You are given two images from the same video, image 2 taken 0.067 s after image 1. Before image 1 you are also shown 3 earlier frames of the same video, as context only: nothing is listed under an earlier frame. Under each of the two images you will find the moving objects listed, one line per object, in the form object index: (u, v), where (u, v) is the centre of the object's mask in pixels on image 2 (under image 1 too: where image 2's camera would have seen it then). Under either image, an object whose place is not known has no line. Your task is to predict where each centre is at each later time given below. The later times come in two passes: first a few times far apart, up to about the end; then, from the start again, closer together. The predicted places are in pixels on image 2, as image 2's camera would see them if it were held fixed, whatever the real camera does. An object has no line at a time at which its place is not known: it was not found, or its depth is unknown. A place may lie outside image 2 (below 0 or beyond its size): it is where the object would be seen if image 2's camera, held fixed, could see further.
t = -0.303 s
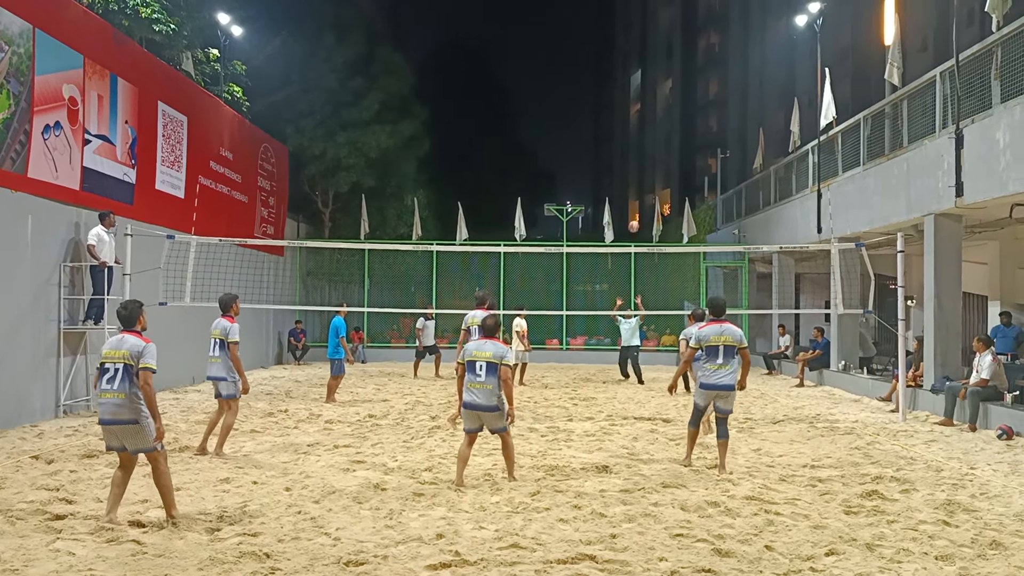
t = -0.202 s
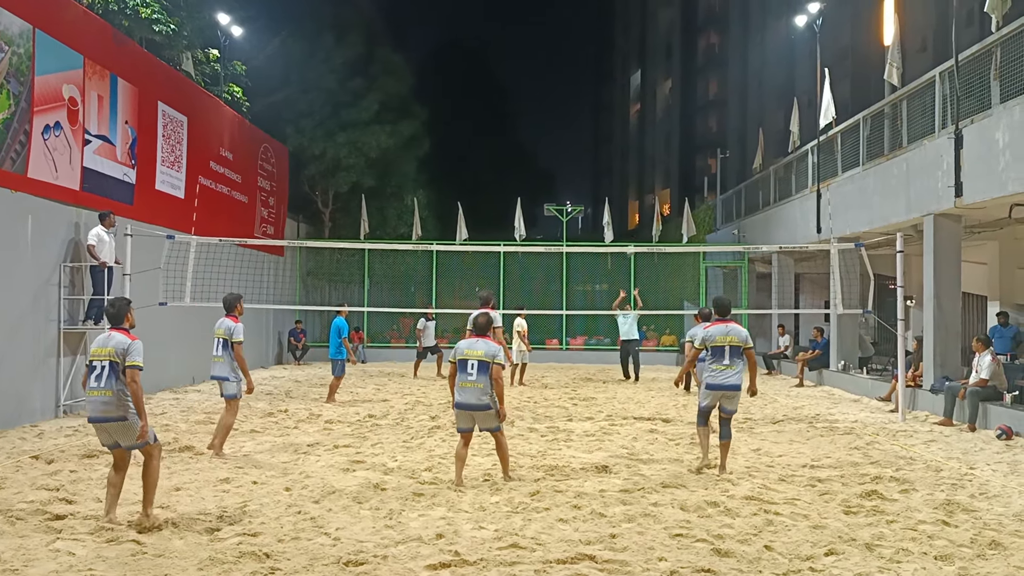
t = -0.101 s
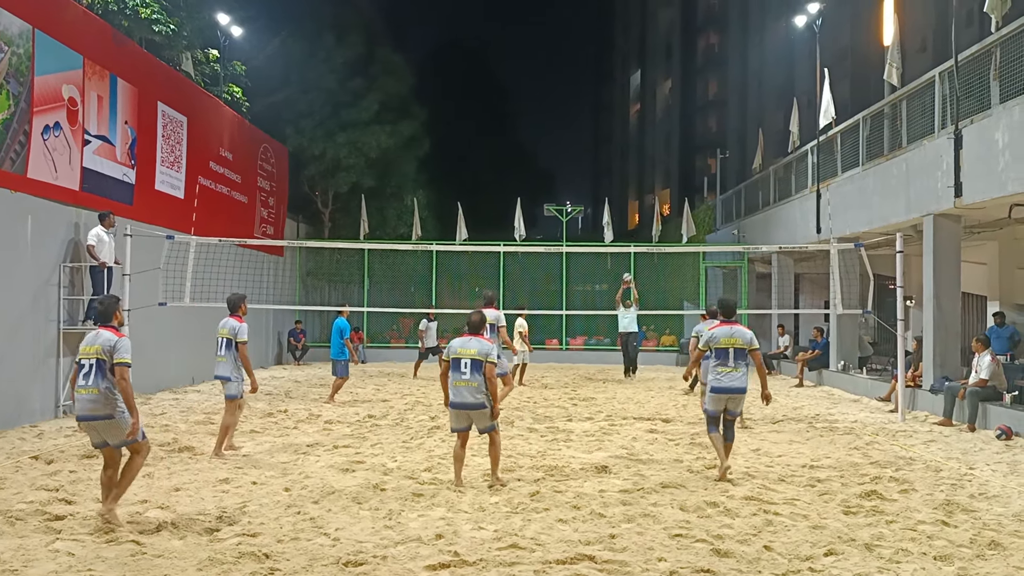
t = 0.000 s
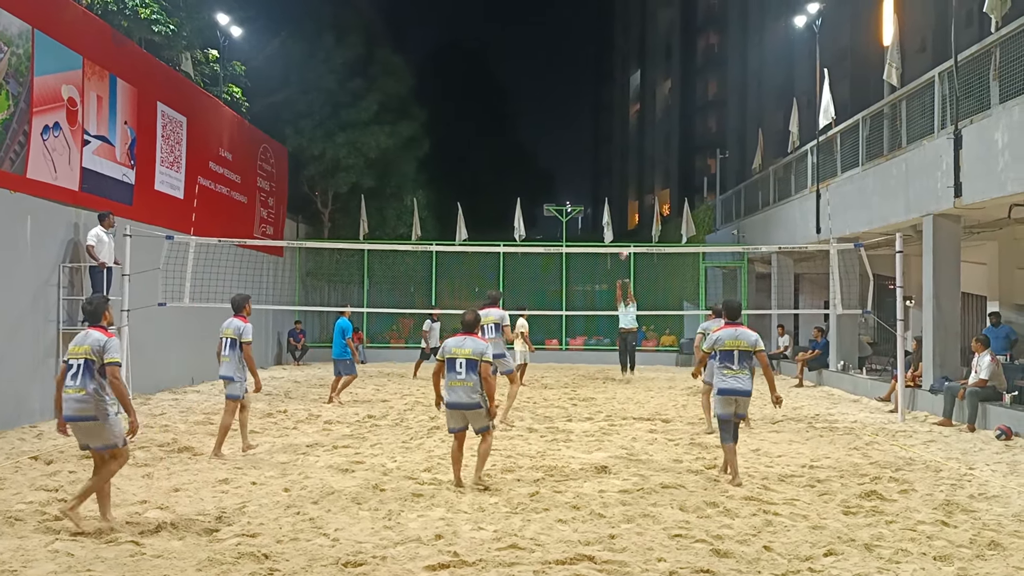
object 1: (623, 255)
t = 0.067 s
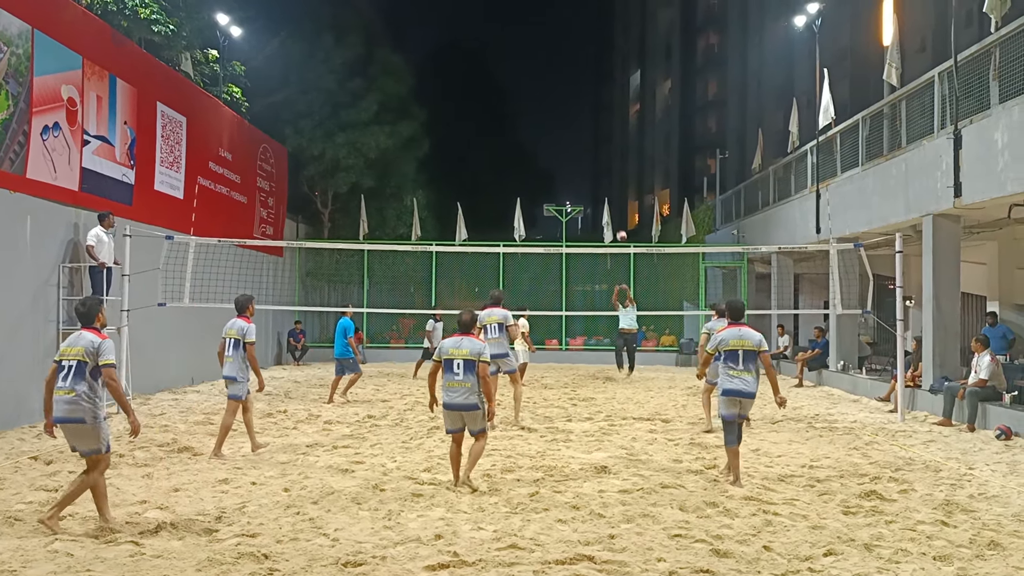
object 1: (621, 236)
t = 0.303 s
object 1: (613, 185)
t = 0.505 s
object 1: (605, 159)
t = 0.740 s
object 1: (595, 152)
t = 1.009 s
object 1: (583, 179)
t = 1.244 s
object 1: (569, 236)
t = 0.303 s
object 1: (613, 185)
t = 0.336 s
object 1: (612, 180)
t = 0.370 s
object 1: (611, 174)
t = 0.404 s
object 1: (609, 170)
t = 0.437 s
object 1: (608, 166)
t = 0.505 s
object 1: (605, 159)
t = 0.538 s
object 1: (604, 157)
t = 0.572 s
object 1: (603, 154)
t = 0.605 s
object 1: (602, 153)
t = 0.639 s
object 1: (600, 152)
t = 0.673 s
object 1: (598, 152)
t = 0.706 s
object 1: (597, 152)
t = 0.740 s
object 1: (595, 152)
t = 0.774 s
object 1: (594, 154)
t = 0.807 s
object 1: (592, 155)
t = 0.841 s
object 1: (591, 158)
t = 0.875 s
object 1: (589, 160)
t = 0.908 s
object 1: (588, 164)
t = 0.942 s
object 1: (586, 169)
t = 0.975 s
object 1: (584, 174)
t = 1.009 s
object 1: (583, 179)
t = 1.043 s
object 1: (581, 185)
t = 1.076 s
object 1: (579, 192)
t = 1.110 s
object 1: (577, 200)
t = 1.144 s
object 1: (575, 208)
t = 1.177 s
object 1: (573, 217)
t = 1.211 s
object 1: (570, 226)
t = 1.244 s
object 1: (569, 236)
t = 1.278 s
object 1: (567, 245)
